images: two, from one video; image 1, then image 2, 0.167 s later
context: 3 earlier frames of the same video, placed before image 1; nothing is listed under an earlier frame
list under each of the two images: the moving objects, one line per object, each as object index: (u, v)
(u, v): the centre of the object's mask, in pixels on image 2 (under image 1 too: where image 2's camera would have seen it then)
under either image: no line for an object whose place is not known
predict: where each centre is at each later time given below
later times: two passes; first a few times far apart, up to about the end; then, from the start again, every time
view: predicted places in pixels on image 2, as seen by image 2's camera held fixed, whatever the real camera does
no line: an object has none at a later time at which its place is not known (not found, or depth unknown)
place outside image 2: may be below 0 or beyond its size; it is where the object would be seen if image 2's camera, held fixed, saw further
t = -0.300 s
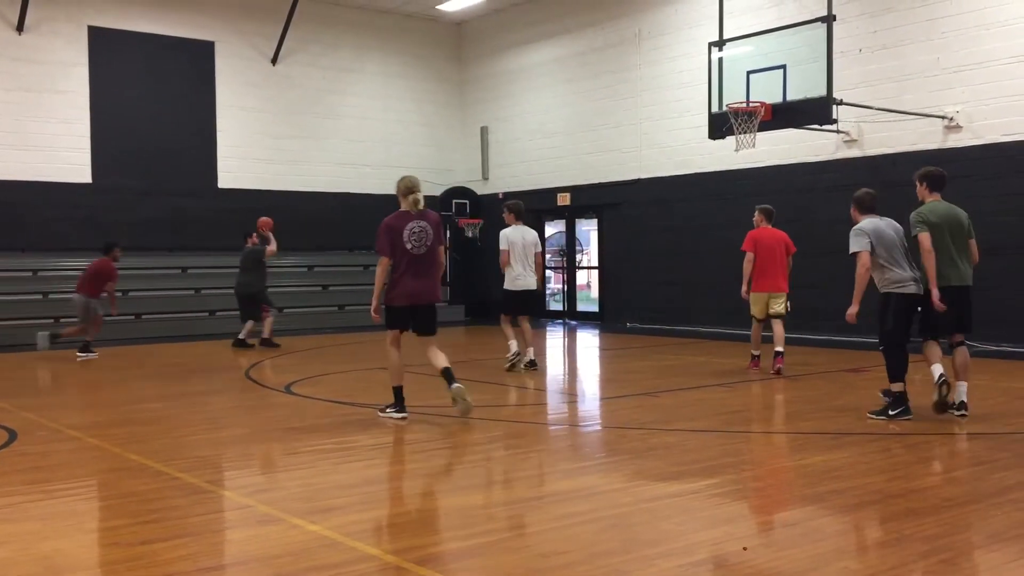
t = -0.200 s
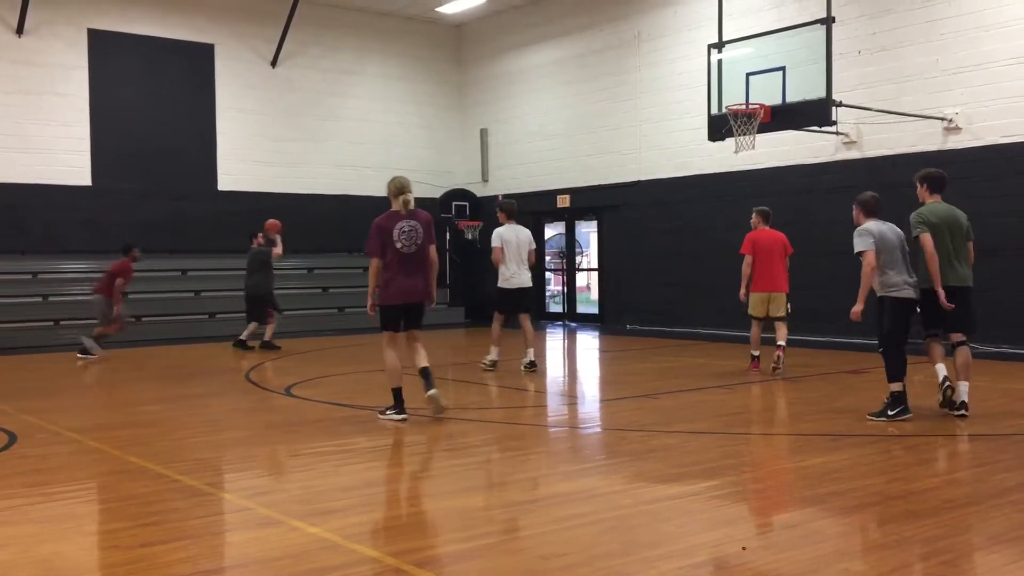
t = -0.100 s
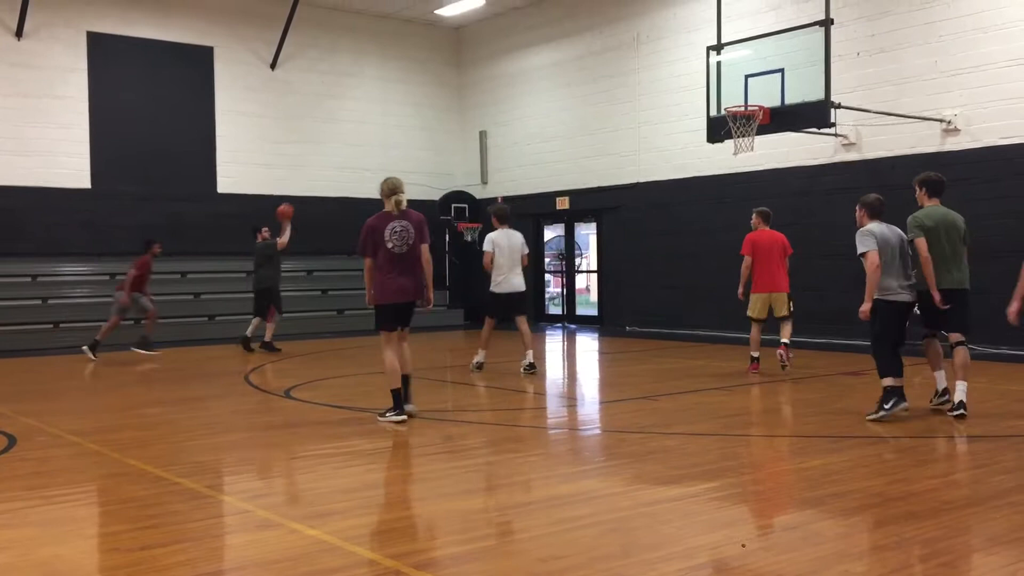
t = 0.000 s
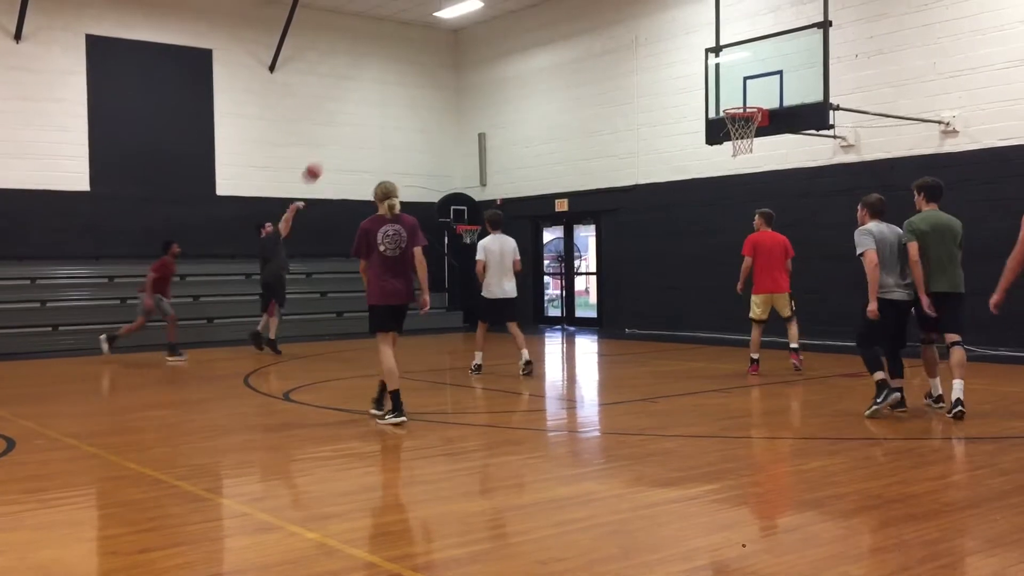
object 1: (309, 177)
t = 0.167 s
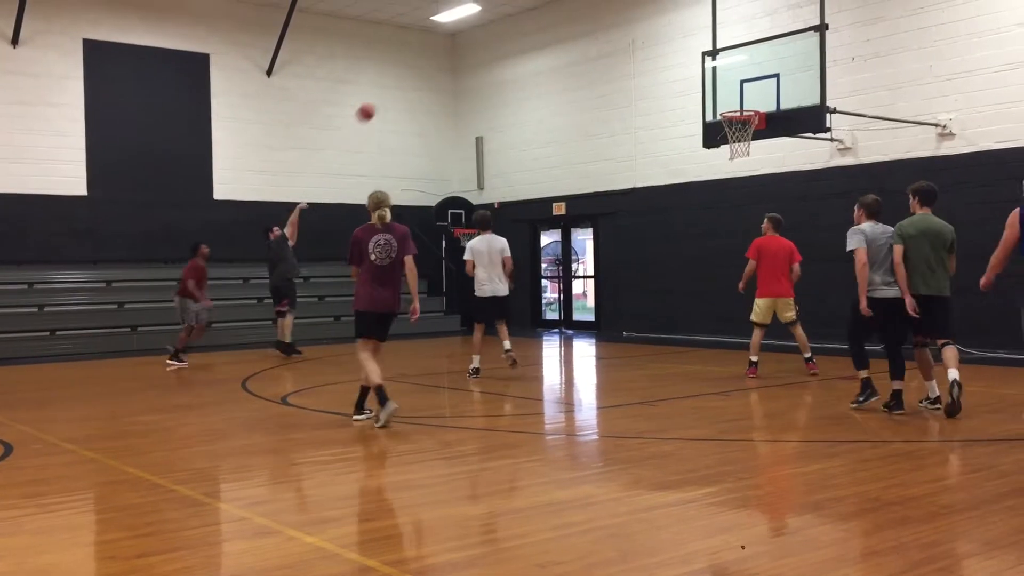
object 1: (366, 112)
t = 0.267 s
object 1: (400, 82)
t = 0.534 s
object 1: (493, 33)
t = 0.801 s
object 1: (592, 32)
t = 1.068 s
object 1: (696, 87)
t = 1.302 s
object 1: (698, 92)
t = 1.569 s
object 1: (629, 98)
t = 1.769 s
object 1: (581, 136)
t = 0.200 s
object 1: (377, 102)
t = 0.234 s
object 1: (389, 92)
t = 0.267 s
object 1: (400, 82)
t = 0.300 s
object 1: (411, 74)
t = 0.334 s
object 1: (423, 66)
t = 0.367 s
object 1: (434, 58)
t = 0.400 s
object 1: (446, 51)
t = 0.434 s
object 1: (457, 46)
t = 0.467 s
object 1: (469, 41)
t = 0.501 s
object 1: (481, 36)
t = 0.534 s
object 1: (493, 33)
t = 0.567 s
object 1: (505, 30)
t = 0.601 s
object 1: (518, 27)
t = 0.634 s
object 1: (530, 27)
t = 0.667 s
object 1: (542, 26)
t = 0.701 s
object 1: (555, 26)
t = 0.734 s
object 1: (567, 28)
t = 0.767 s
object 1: (579, 30)
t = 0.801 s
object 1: (592, 32)
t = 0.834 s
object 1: (605, 36)
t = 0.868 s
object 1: (618, 41)
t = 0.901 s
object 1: (631, 46)
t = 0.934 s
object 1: (643, 52)
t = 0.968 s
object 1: (656, 60)
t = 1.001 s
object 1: (669, 68)
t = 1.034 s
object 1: (683, 77)
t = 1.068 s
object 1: (696, 87)
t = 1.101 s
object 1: (710, 99)
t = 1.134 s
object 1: (724, 109)
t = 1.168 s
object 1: (723, 107)
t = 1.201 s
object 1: (719, 103)
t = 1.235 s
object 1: (715, 99)
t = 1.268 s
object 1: (706, 95)
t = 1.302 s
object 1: (698, 92)
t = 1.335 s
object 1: (689, 89)
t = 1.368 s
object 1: (680, 88)
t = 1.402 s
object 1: (671, 88)
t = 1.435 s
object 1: (663, 88)
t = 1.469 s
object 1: (655, 89)
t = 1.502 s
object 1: (646, 91)
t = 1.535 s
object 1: (638, 94)
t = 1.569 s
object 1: (629, 98)
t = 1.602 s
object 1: (621, 102)
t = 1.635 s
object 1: (613, 107)
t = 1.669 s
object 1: (605, 113)
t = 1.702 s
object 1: (597, 120)
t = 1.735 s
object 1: (589, 127)
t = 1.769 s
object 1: (581, 136)
